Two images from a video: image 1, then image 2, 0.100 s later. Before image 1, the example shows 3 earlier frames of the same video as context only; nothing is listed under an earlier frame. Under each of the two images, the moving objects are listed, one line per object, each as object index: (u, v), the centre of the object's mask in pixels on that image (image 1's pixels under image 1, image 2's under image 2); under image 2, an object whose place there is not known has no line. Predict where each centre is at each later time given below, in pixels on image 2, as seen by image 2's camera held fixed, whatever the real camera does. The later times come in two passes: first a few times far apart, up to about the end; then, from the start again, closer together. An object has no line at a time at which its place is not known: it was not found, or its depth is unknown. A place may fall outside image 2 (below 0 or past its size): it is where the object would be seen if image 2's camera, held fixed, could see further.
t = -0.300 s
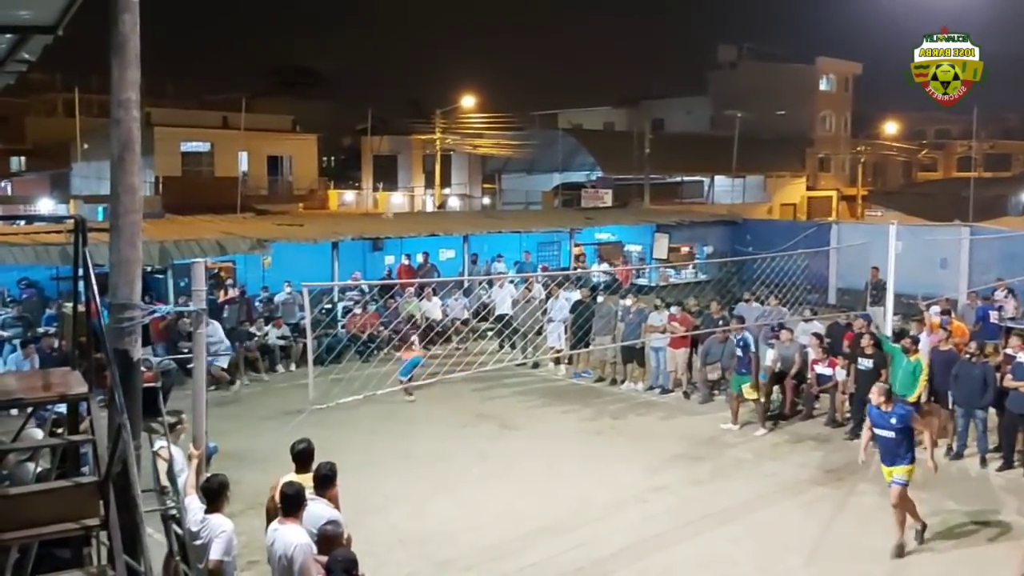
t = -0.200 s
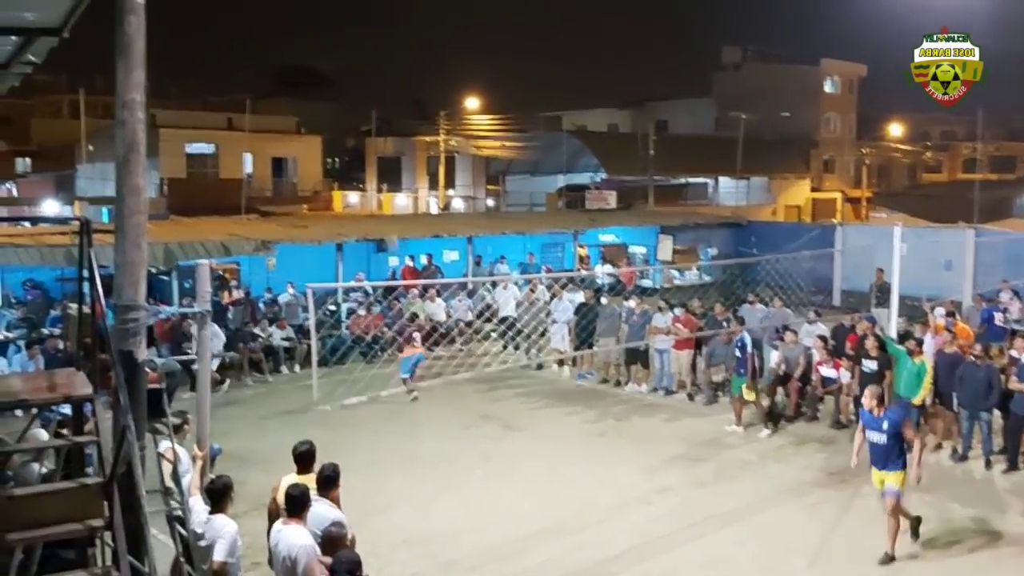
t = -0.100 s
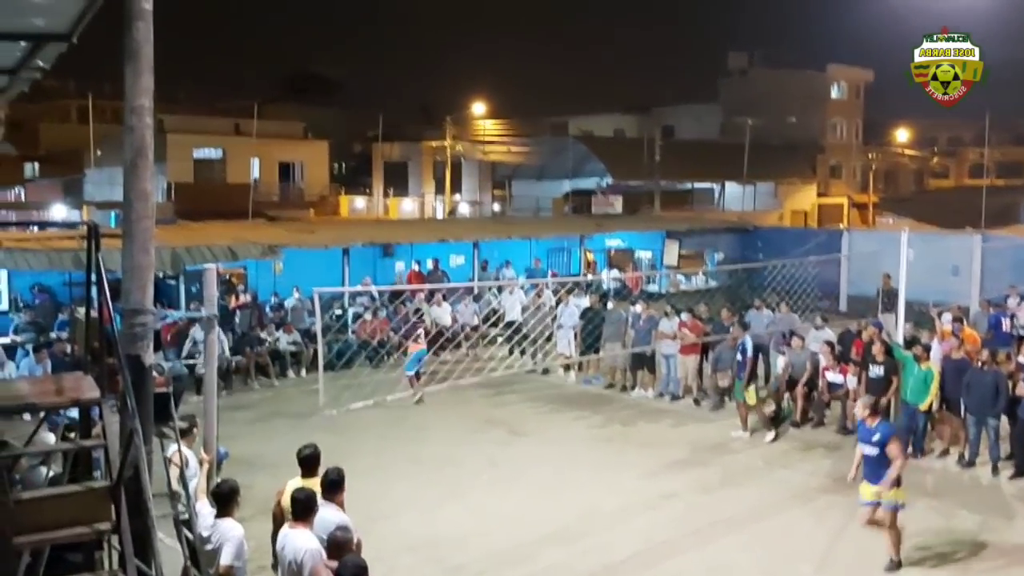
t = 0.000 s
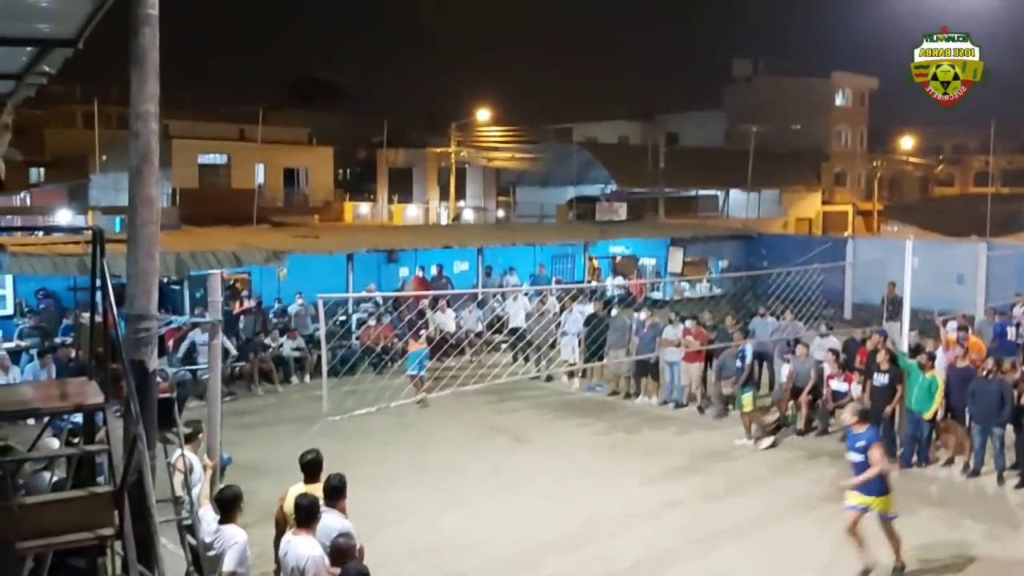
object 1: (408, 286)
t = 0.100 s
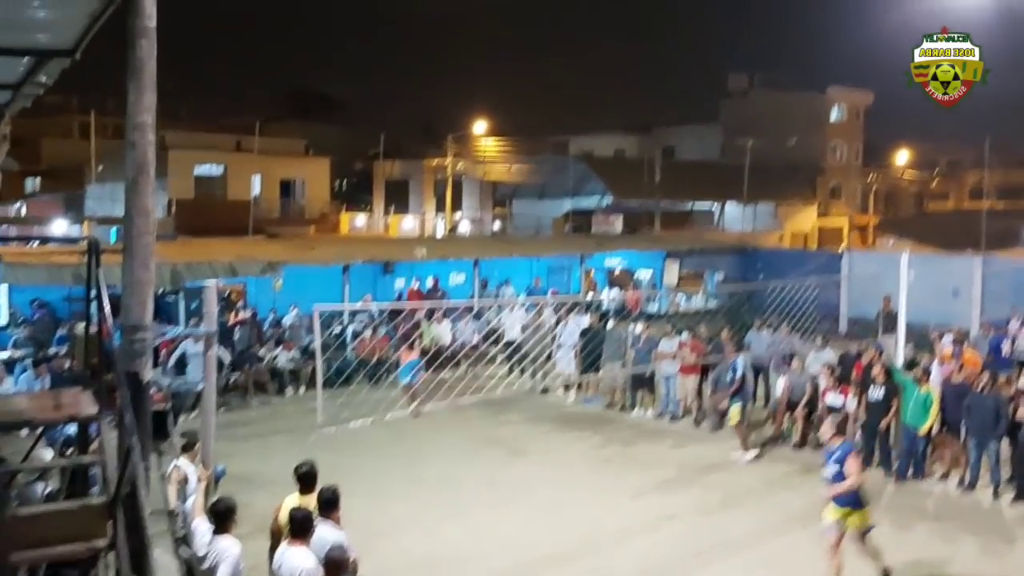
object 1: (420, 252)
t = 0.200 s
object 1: (437, 209)
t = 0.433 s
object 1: (477, 128)
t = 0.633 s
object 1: (518, 78)
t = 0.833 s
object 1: (566, 48)
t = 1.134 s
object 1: (650, 62)
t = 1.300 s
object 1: (704, 104)
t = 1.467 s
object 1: (765, 179)
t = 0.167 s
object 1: (429, 219)
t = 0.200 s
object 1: (437, 209)
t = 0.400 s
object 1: (470, 138)
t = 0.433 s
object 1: (477, 128)
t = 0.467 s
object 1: (484, 118)
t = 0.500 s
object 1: (491, 109)
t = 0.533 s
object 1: (497, 101)
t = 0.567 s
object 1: (504, 93)
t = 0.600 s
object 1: (511, 85)
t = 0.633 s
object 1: (518, 78)
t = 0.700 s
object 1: (534, 65)
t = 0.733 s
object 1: (542, 60)
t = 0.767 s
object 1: (550, 56)
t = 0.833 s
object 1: (566, 48)
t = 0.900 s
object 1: (583, 46)
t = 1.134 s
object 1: (650, 62)
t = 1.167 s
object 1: (660, 68)
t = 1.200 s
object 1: (670, 75)
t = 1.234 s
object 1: (682, 84)
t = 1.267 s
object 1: (693, 93)
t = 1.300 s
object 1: (704, 104)
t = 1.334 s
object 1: (716, 116)
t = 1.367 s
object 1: (728, 130)
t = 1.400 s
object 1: (740, 145)
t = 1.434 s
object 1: (752, 160)
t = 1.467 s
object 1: (765, 179)
